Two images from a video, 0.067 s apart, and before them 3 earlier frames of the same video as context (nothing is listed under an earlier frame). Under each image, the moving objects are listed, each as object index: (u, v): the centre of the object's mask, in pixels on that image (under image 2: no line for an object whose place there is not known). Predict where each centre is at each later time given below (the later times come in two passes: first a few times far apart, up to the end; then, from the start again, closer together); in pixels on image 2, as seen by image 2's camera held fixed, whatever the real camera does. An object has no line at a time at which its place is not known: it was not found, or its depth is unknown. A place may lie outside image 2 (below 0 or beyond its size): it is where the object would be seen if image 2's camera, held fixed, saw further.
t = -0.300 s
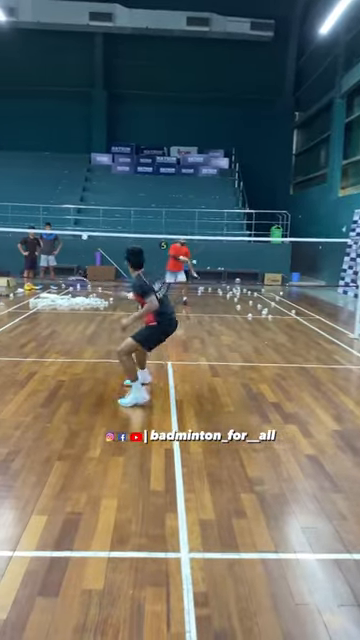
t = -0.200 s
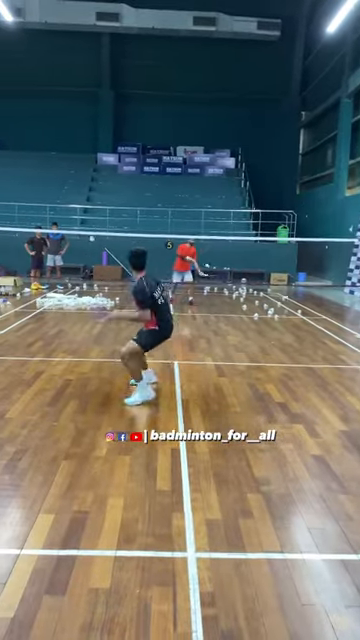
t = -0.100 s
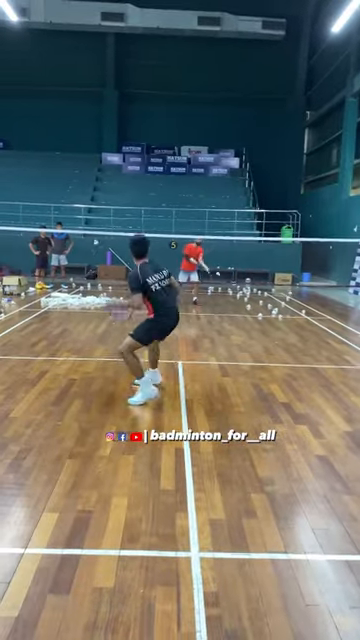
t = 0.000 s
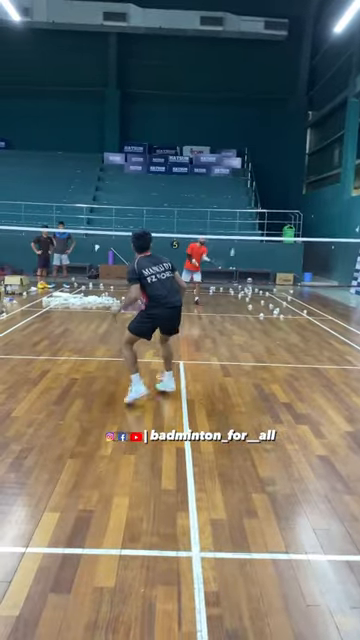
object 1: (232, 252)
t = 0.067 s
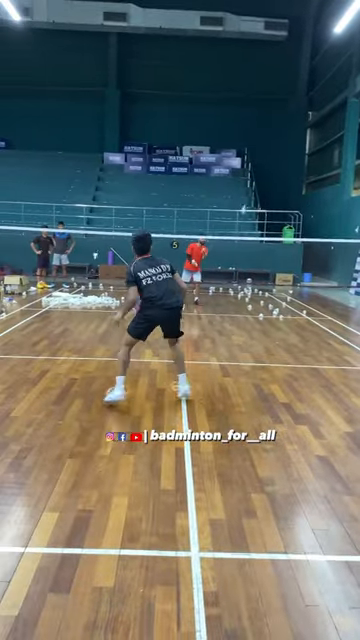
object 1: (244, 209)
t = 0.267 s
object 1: (277, 107)
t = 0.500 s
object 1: (304, 28)
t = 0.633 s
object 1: (319, 3)
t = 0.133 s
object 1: (254, 172)
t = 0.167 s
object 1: (260, 153)
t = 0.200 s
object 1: (266, 137)
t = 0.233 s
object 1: (274, 121)
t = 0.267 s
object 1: (277, 107)
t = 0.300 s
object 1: (280, 93)
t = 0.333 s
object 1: (285, 80)
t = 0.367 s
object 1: (289, 69)
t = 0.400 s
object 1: (293, 56)
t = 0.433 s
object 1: (297, 46)
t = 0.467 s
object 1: (301, 37)
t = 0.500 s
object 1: (304, 28)
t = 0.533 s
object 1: (308, 21)
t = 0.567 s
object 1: (312, 14)
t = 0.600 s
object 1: (315, 8)
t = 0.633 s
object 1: (319, 3)
